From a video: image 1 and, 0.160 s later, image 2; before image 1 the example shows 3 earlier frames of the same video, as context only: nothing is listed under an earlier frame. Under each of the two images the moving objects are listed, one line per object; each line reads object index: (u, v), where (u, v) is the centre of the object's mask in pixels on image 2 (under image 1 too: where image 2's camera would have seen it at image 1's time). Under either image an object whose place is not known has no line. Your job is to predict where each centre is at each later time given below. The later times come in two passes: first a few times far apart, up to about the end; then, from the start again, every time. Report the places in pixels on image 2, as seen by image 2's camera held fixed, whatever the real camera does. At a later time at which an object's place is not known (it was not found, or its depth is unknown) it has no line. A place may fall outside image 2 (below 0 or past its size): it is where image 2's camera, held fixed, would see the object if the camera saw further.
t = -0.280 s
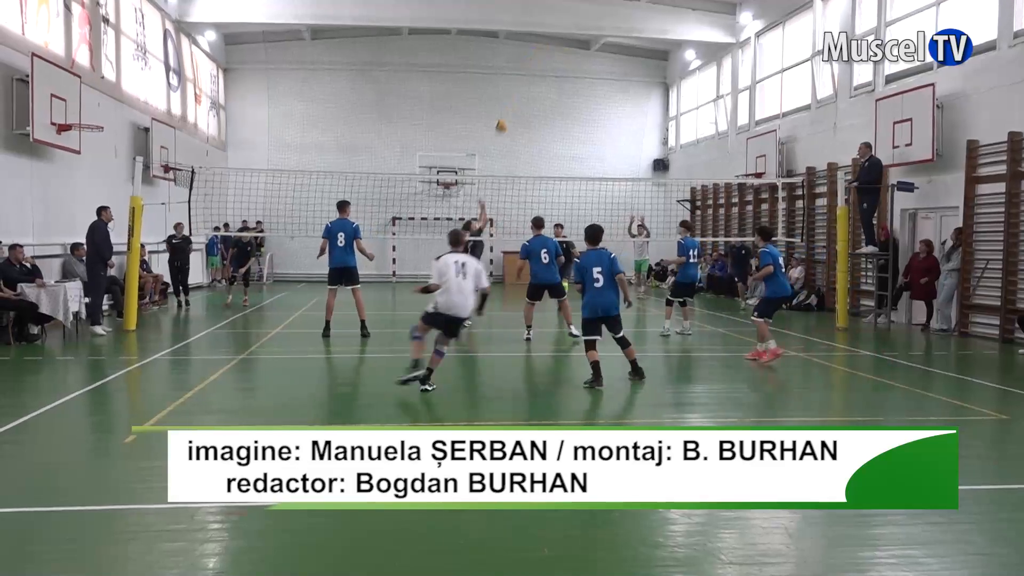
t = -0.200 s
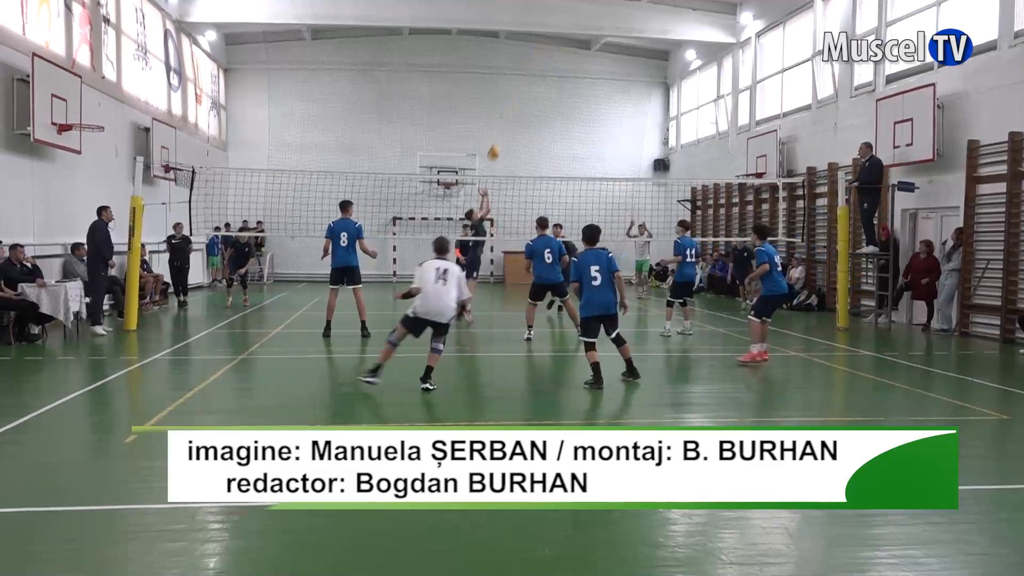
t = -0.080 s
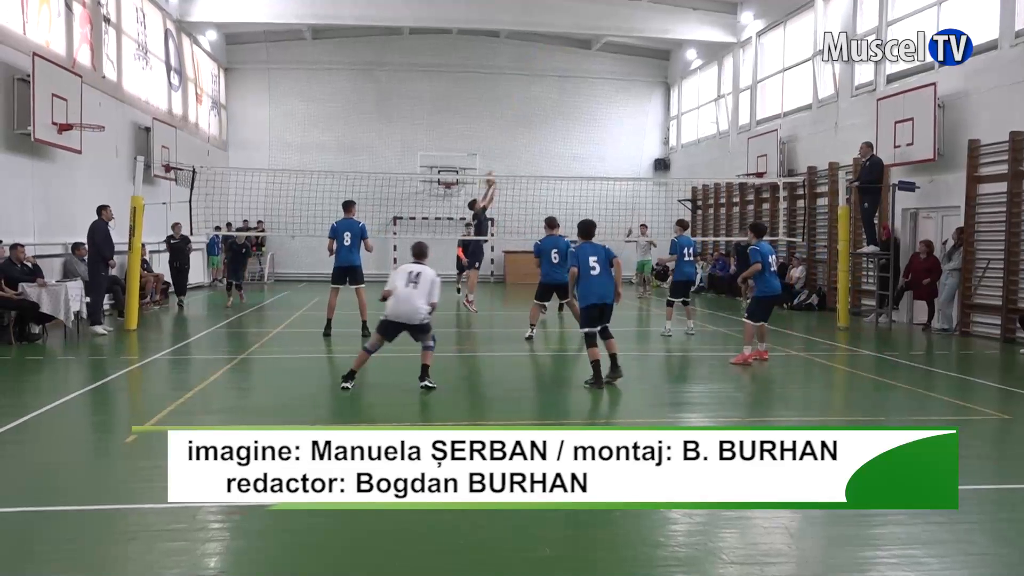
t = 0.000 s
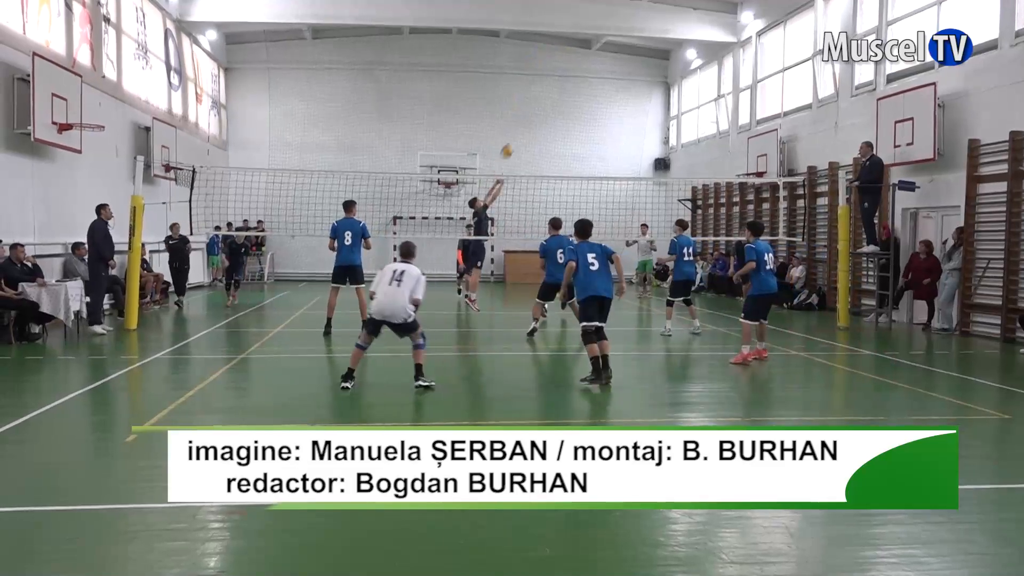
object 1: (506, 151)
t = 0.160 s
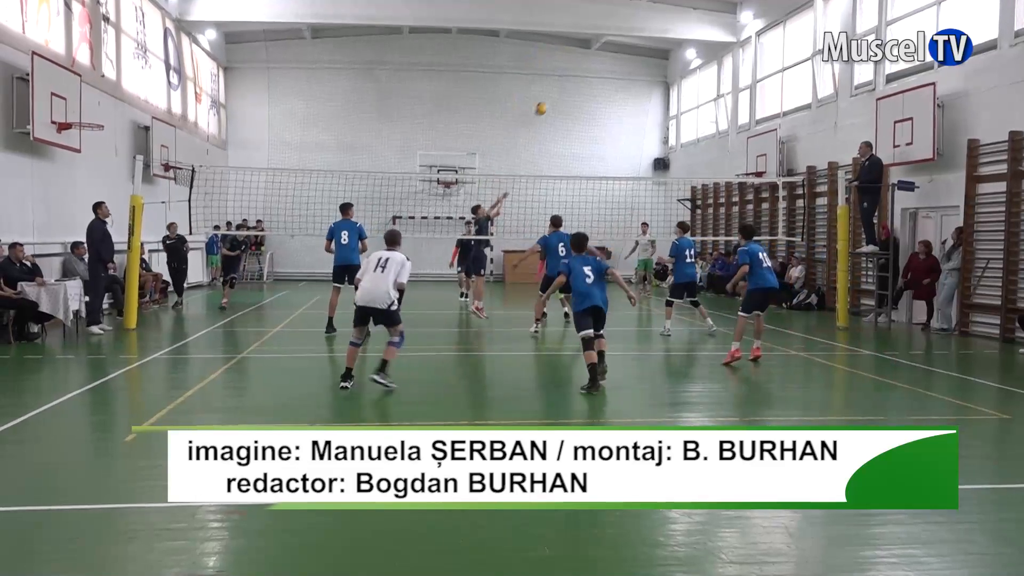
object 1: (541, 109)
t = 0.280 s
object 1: (566, 87)
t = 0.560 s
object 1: (619, 72)
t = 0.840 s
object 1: (669, 102)
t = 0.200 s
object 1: (549, 101)
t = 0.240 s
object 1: (557, 93)
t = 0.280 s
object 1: (566, 87)
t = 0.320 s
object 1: (574, 82)
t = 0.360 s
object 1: (581, 78)
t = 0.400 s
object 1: (588, 75)
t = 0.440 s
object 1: (596, 73)
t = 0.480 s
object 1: (604, 72)
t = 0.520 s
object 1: (611, 72)
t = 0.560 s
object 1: (619, 72)
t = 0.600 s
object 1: (626, 74)
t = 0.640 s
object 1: (634, 77)
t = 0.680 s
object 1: (641, 80)
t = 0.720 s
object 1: (648, 84)
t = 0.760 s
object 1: (655, 89)
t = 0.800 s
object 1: (663, 95)
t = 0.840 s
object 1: (669, 102)
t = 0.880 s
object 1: (676, 111)
